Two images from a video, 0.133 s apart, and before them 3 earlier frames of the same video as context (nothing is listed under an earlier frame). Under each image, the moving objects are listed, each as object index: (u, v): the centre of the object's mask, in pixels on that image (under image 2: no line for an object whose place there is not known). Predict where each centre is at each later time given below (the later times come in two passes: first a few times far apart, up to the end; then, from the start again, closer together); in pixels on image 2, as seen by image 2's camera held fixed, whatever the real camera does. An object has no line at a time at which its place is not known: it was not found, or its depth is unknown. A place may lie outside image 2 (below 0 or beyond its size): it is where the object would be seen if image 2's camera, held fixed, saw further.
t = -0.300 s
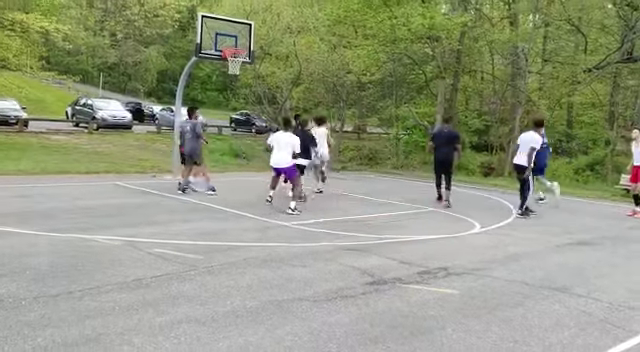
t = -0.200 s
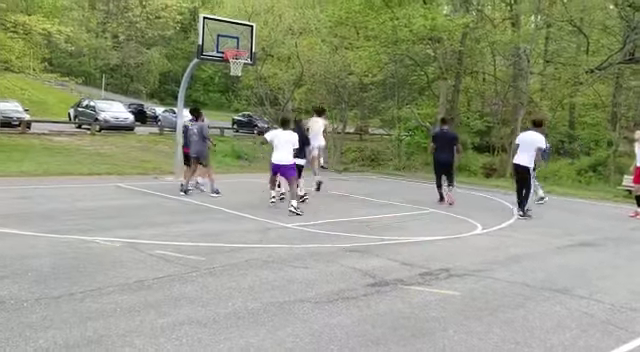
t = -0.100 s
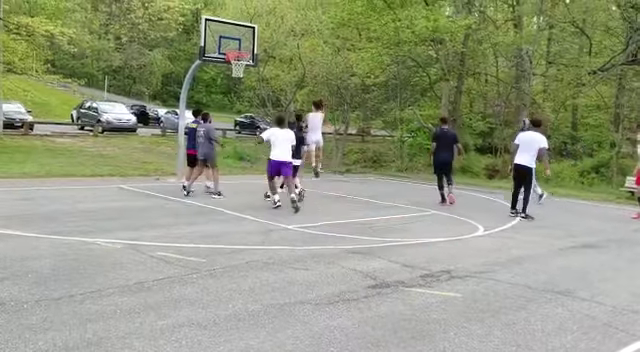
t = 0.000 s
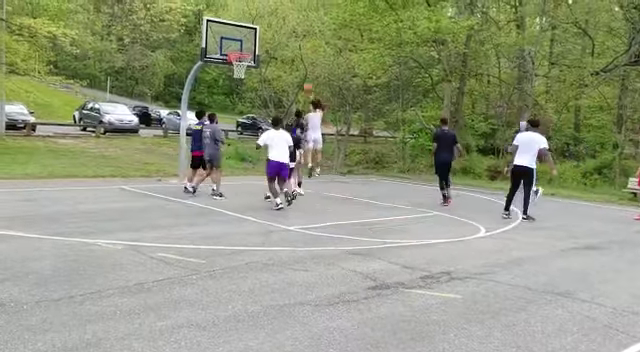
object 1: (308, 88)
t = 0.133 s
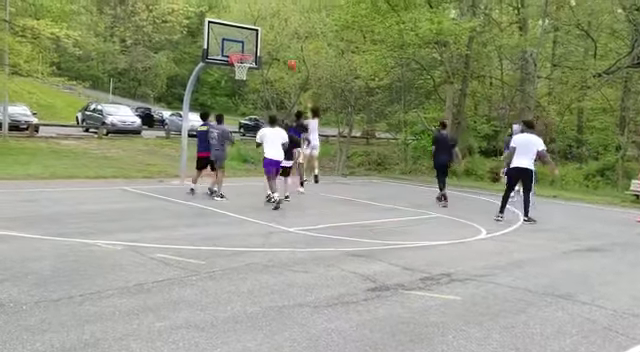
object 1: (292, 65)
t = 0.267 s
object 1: (274, 47)
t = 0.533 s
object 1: (248, 32)
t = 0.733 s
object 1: (234, 41)
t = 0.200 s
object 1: (282, 54)
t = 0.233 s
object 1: (279, 50)
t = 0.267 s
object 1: (274, 47)
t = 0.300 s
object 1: (270, 43)
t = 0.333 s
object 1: (265, 41)
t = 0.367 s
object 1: (261, 38)
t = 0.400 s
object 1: (260, 37)
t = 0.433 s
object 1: (257, 34)
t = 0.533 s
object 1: (248, 32)
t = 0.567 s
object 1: (246, 32)
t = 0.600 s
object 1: (244, 33)
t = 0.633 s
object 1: (243, 34)
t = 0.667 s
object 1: (240, 36)
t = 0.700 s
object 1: (237, 38)
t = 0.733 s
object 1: (234, 41)
